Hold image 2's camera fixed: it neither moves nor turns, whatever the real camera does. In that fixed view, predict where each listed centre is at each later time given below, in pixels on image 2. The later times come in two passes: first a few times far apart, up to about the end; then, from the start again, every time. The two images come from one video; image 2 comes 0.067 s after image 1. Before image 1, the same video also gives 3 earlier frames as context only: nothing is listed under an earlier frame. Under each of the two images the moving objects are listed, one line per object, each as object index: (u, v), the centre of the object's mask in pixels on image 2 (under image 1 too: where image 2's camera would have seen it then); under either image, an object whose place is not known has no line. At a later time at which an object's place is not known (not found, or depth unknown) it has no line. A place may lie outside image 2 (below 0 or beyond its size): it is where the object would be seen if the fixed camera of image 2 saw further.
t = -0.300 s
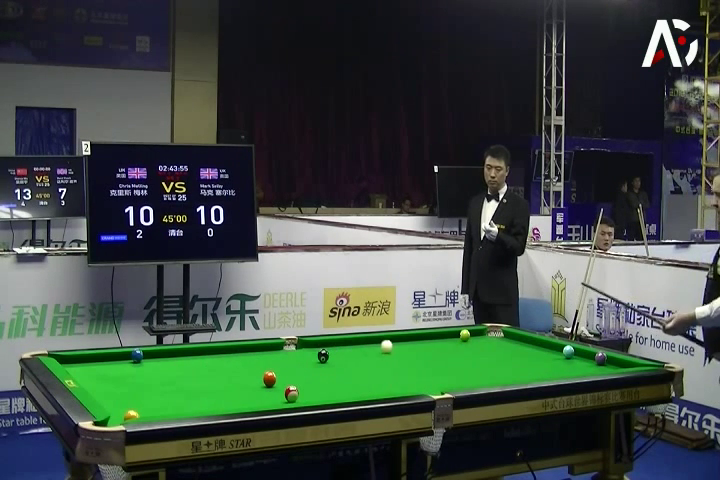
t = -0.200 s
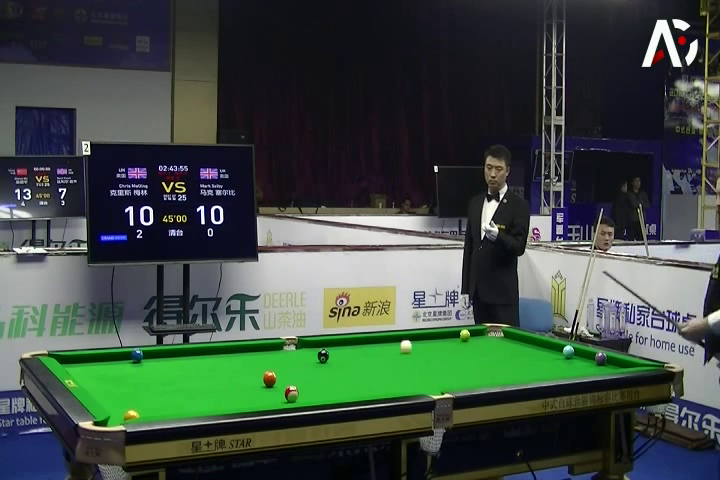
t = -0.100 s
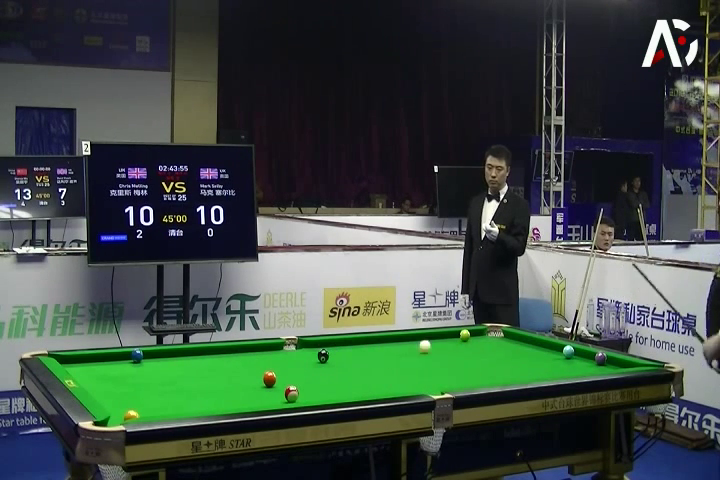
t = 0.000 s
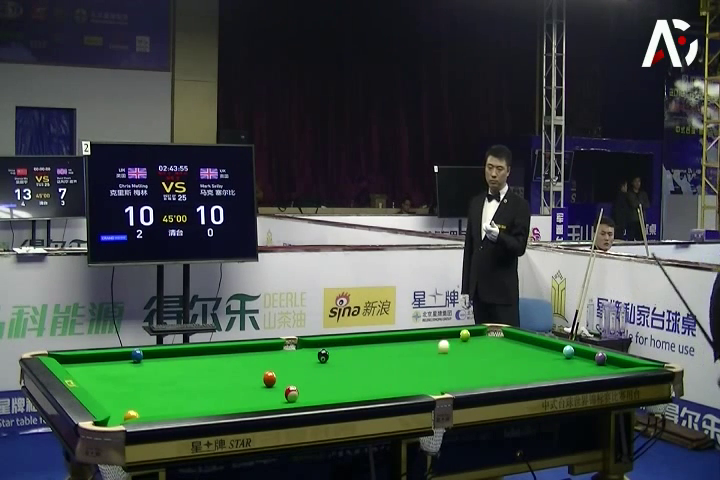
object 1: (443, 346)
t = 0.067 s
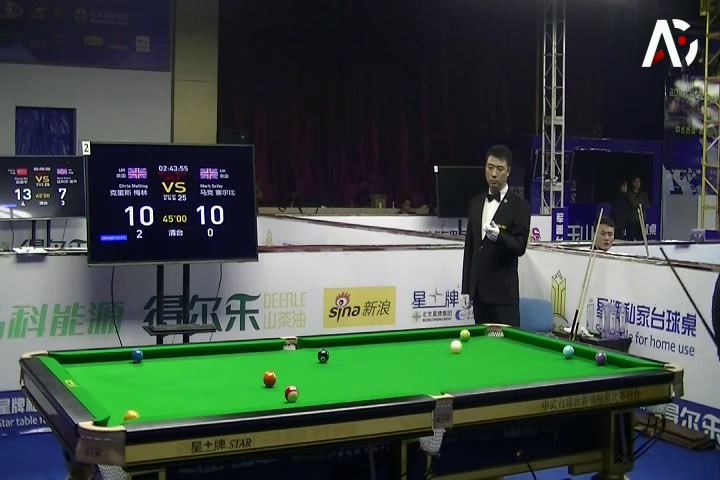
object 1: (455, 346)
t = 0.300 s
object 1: (497, 346)
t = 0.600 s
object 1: (549, 345)
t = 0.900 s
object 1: (544, 351)
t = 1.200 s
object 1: (534, 357)
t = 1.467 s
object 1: (524, 363)
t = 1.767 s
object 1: (513, 369)
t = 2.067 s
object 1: (502, 375)
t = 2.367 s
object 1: (491, 379)
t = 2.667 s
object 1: (471, 381)
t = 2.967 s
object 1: (446, 383)
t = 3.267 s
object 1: (423, 384)
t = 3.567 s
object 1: (401, 384)
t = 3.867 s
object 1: (381, 384)
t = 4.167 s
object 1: (362, 384)
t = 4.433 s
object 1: (348, 383)
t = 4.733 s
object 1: (333, 383)
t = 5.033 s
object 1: (320, 383)
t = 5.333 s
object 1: (308, 383)
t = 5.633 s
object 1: (299, 382)
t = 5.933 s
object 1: (291, 380)
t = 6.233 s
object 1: (284, 381)
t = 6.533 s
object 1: (280, 382)
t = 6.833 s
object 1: (277, 382)
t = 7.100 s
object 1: (276, 382)
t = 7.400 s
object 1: (275, 382)
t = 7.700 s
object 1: (275, 382)
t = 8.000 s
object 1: (275, 382)
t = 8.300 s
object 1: (275, 382)
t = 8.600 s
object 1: (275, 382)
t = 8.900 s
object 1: (275, 382)
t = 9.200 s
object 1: (275, 382)
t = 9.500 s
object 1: (275, 382)
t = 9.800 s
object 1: (275, 382)
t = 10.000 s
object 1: (275, 382)
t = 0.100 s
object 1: (461, 346)
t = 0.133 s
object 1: (468, 346)
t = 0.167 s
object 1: (474, 346)
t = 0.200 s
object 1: (479, 346)
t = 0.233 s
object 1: (486, 346)
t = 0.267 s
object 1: (491, 346)
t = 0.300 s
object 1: (497, 346)
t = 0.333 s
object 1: (503, 346)
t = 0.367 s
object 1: (509, 346)
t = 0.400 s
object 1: (515, 346)
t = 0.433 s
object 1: (521, 346)
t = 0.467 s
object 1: (526, 346)
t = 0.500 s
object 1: (532, 346)
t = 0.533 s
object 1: (538, 346)
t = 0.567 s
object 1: (543, 346)
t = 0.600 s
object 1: (549, 345)
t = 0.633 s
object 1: (554, 346)
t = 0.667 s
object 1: (553, 346)
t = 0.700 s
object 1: (551, 347)
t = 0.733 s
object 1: (550, 347)
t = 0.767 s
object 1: (548, 348)
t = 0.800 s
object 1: (547, 349)
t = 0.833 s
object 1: (546, 350)
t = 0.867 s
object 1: (545, 350)
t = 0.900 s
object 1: (544, 351)
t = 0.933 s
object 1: (543, 352)
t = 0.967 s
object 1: (542, 352)
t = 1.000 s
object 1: (541, 353)
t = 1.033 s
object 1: (539, 354)
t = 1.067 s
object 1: (538, 354)
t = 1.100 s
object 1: (537, 355)
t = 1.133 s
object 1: (536, 356)
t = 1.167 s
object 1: (535, 356)
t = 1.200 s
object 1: (534, 357)
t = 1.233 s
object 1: (532, 358)
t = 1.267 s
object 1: (531, 358)
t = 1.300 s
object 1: (530, 359)
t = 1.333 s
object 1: (529, 360)
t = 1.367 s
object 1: (528, 361)
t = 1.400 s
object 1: (526, 361)
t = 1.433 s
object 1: (526, 362)
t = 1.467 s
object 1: (524, 363)
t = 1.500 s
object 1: (523, 363)
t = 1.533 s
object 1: (522, 364)
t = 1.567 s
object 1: (521, 365)
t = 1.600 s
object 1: (519, 365)
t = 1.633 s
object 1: (518, 366)
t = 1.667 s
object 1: (517, 367)
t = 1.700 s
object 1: (516, 367)
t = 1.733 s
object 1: (515, 368)
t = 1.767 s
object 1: (513, 369)
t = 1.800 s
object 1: (512, 370)
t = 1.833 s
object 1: (511, 370)
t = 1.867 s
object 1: (510, 371)
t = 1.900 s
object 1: (509, 372)
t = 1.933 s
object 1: (507, 372)
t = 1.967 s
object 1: (506, 373)
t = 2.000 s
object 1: (505, 374)
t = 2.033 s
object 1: (503, 374)
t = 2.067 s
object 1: (502, 375)
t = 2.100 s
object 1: (501, 375)
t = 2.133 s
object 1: (500, 376)
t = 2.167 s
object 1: (499, 376)
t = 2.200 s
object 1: (497, 377)
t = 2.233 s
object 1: (496, 377)
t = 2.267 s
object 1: (495, 378)
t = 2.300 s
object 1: (494, 378)
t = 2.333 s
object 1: (492, 378)
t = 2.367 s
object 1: (491, 379)
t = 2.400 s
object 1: (490, 379)
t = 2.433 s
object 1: (488, 380)
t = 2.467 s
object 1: (487, 380)
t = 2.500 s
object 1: (486, 381)
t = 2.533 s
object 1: (483, 381)
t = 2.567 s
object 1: (480, 381)
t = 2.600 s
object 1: (477, 381)
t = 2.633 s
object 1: (474, 381)
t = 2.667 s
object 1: (471, 381)
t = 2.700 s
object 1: (468, 382)
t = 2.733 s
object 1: (465, 382)
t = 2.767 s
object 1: (462, 382)
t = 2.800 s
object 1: (460, 382)
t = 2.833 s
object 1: (457, 382)
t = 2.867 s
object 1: (454, 382)
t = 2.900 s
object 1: (451, 382)
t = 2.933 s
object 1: (449, 382)
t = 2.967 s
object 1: (446, 383)
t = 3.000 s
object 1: (443, 383)
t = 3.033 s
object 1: (441, 383)
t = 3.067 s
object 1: (438, 384)
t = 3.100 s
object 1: (435, 384)
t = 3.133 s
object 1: (433, 384)
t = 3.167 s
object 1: (430, 384)
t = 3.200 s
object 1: (428, 384)
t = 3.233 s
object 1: (425, 384)
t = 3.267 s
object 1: (423, 384)
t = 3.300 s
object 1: (420, 384)
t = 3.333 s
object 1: (418, 384)
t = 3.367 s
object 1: (416, 384)
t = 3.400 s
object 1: (413, 384)
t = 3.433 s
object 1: (411, 383)
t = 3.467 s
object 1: (408, 384)
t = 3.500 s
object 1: (406, 384)
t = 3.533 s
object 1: (403, 383)
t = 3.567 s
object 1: (401, 384)
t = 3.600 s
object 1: (399, 384)
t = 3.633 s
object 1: (396, 384)
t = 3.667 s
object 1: (394, 384)
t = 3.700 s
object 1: (392, 384)
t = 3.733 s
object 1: (390, 384)
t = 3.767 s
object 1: (387, 384)
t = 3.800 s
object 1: (385, 384)
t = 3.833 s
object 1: (383, 384)
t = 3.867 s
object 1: (381, 384)
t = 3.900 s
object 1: (379, 384)
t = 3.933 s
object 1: (377, 384)
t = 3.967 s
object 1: (375, 384)
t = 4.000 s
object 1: (372, 384)
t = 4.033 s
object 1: (371, 384)
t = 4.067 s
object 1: (368, 384)
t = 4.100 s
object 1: (366, 384)
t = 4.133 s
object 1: (364, 384)
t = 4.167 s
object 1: (362, 384)
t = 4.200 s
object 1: (361, 384)
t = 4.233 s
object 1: (359, 384)
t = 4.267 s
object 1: (357, 384)
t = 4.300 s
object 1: (355, 384)
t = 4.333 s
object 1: (353, 384)
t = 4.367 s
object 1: (351, 384)
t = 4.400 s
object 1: (350, 383)
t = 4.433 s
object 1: (348, 383)
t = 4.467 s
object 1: (346, 384)
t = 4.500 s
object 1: (344, 383)
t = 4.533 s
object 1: (343, 383)
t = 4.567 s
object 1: (341, 383)
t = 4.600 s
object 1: (339, 383)
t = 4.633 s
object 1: (338, 383)
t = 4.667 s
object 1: (336, 383)
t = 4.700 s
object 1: (334, 383)
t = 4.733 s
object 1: (333, 383)
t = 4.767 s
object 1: (331, 383)
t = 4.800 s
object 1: (330, 383)
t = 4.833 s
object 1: (328, 383)
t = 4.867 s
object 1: (327, 383)
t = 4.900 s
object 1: (325, 383)
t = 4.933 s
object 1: (324, 383)
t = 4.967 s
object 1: (323, 383)
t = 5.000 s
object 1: (321, 383)
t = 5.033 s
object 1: (320, 383)
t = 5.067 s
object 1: (318, 383)
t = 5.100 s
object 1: (317, 383)
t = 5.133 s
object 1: (316, 383)
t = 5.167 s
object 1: (314, 383)
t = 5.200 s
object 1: (313, 383)
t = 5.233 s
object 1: (312, 383)
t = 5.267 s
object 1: (311, 383)
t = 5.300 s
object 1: (310, 383)
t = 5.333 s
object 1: (308, 383)
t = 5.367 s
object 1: (308, 383)
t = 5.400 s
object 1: (306, 383)
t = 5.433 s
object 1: (305, 383)
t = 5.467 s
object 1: (304, 382)
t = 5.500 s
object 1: (303, 382)
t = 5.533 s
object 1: (302, 382)
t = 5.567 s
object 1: (301, 382)
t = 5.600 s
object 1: (300, 382)
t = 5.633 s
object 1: (299, 382)
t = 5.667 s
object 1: (298, 382)
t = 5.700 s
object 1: (297, 382)
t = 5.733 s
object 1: (296, 381)
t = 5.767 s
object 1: (295, 381)
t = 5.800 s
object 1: (294, 381)
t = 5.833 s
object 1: (293, 380)
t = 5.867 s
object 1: (293, 380)
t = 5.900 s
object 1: (291, 380)
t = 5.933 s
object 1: (291, 380)
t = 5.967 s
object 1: (290, 380)
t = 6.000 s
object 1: (289, 380)
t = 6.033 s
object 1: (288, 380)
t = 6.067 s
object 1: (287, 381)
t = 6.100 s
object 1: (286, 381)
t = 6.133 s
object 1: (286, 381)
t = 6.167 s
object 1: (285, 381)
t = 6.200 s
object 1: (285, 381)
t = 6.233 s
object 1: (284, 381)
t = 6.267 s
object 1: (283, 381)
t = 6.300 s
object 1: (283, 382)
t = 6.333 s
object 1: (282, 382)
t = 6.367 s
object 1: (282, 382)
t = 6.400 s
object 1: (282, 382)
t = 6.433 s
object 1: (281, 382)
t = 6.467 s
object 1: (280, 382)
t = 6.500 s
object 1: (280, 382)
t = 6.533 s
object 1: (280, 382)
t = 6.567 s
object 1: (279, 382)
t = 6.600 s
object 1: (279, 382)
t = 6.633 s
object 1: (278, 382)
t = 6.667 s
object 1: (278, 382)
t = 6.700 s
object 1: (278, 382)
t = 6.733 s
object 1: (278, 382)
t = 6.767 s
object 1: (277, 382)
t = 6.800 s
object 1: (277, 382)
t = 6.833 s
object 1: (277, 382)
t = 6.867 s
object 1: (277, 382)
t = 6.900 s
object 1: (276, 381)
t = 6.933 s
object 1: (276, 381)
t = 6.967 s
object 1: (276, 382)
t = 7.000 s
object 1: (276, 382)
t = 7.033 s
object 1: (276, 382)
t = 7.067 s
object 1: (276, 382)
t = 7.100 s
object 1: (276, 382)
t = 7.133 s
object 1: (276, 382)
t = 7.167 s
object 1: (275, 382)
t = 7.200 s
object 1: (275, 382)
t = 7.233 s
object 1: (275, 382)
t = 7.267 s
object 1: (275, 382)
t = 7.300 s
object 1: (275, 382)
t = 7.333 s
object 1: (275, 382)
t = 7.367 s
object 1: (275, 382)
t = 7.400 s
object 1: (275, 382)
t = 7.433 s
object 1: (275, 382)
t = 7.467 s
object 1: (275, 382)
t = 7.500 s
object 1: (275, 382)
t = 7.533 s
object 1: (275, 382)
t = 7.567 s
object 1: (275, 382)
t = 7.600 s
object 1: (275, 382)
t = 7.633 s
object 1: (275, 382)
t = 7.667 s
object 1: (275, 382)
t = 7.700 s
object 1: (275, 382)
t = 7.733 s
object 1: (275, 382)
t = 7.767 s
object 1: (275, 382)
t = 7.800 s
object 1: (275, 382)
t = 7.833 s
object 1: (275, 382)
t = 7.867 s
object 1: (275, 382)
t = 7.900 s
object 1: (275, 382)
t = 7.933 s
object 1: (275, 382)
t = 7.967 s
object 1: (275, 382)
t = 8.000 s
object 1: (275, 382)
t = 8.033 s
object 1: (275, 382)
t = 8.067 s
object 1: (275, 382)
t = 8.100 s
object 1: (275, 382)
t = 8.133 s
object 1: (275, 382)
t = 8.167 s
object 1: (275, 382)
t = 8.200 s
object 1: (275, 382)
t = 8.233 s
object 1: (275, 382)
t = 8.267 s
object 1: (275, 382)
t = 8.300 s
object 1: (275, 382)
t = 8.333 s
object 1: (275, 382)
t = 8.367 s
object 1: (275, 382)
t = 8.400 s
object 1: (275, 382)
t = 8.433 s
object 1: (275, 382)
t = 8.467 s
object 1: (275, 382)
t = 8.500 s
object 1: (275, 382)
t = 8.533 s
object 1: (275, 382)
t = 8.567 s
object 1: (275, 382)
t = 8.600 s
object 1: (275, 382)
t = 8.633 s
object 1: (275, 382)
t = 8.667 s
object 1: (275, 382)
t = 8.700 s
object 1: (275, 382)
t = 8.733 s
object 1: (275, 382)
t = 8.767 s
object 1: (275, 382)
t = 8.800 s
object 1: (275, 382)
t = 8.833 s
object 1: (275, 382)
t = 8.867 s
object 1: (275, 382)
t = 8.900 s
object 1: (275, 382)
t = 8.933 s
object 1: (275, 382)
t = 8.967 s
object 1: (275, 382)
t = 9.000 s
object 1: (275, 382)
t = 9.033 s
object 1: (275, 382)
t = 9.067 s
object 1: (275, 382)
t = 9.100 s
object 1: (275, 382)
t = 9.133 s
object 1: (275, 382)
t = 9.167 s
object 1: (275, 382)
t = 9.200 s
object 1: (275, 382)
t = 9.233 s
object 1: (275, 382)
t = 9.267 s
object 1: (275, 382)
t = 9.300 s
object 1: (275, 382)
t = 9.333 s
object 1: (275, 382)
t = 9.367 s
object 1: (275, 382)
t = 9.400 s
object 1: (275, 382)
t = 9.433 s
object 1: (275, 382)
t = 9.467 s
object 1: (275, 382)
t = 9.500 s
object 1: (275, 382)
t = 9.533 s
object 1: (275, 382)
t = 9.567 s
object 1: (275, 382)
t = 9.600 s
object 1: (275, 382)
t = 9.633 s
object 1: (275, 382)
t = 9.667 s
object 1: (275, 382)
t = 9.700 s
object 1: (275, 382)
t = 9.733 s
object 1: (275, 382)
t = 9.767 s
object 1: (275, 382)
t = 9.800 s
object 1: (275, 382)
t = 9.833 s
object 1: (275, 382)
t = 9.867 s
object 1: (275, 382)
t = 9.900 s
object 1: (275, 382)
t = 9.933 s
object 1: (275, 382)
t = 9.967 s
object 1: (275, 382)
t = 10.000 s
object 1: (275, 382)
